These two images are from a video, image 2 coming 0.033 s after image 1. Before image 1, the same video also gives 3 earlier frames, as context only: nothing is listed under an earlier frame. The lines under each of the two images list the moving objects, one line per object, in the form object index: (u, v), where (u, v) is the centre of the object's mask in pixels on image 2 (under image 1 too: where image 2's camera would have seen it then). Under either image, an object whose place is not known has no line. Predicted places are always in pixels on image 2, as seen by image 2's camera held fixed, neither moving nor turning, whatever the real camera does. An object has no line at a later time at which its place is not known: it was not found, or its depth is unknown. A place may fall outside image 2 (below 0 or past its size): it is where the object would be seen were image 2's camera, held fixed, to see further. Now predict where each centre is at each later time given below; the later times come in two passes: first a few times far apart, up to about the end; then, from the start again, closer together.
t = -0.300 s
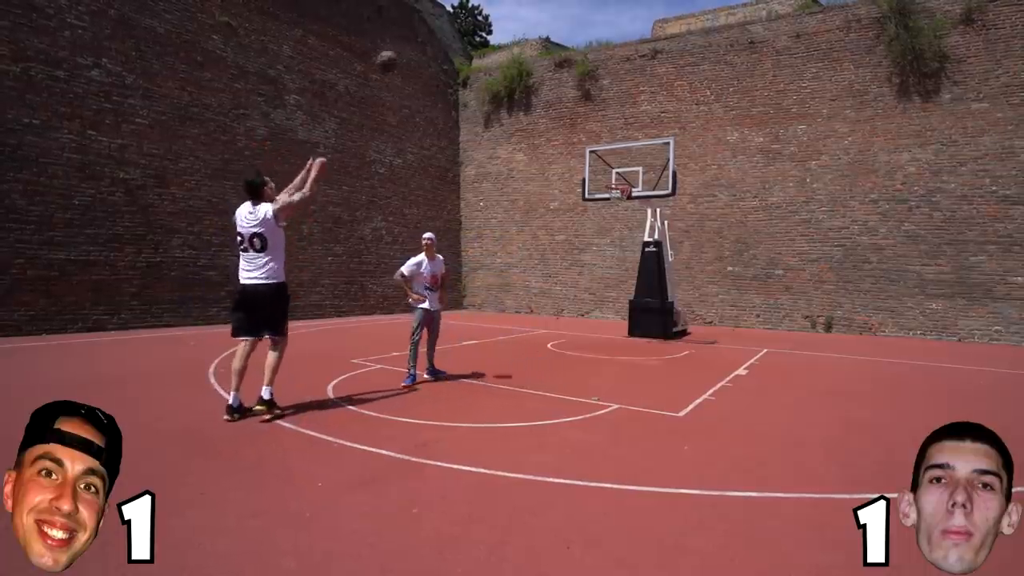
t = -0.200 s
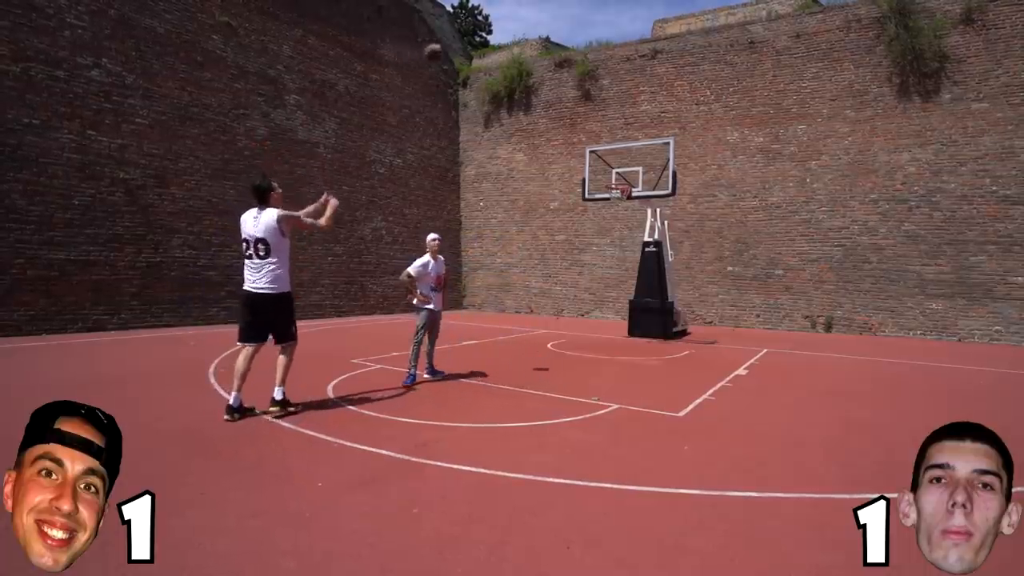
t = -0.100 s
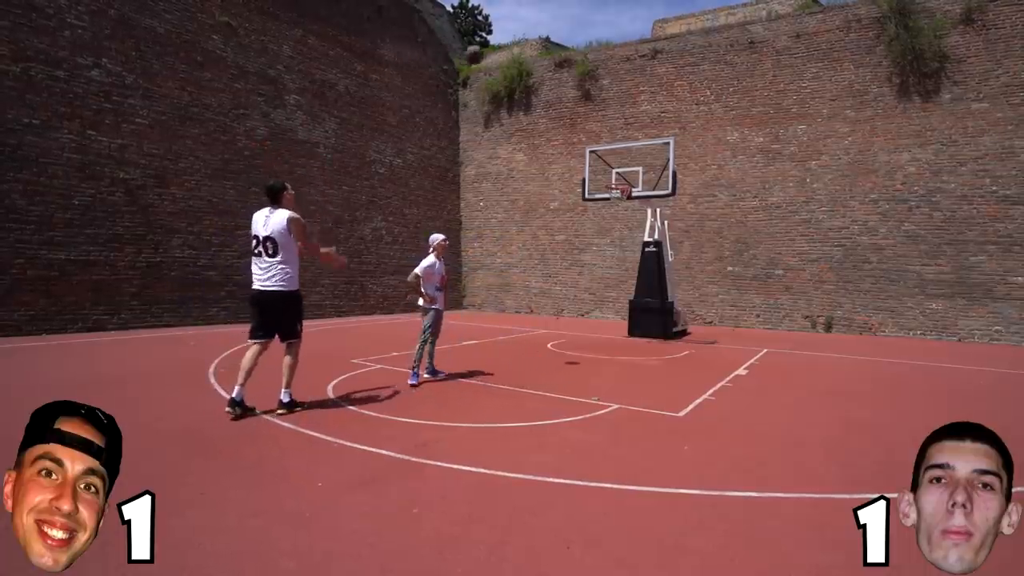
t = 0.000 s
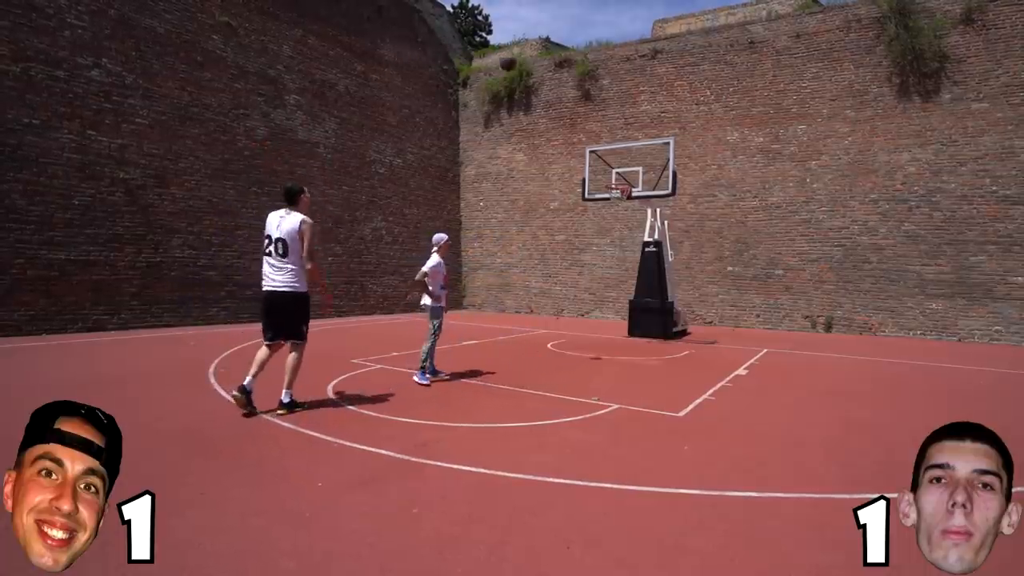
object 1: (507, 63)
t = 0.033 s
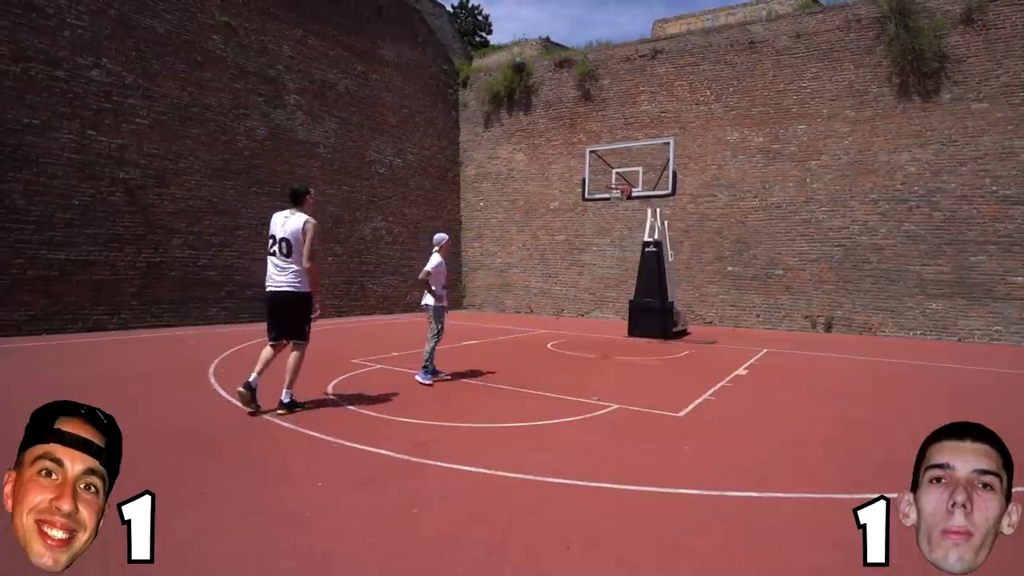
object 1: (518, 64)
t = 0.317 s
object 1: (587, 118)
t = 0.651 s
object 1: (631, 164)
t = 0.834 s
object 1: (626, 138)
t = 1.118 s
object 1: (614, 127)
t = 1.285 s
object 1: (606, 144)
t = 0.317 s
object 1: (587, 118)
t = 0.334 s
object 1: (591, 123)
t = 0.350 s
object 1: (595, 126)
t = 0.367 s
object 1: (598, 130)
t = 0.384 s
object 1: (601, 135)
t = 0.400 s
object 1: (605, 139)
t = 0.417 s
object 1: (608, 144)
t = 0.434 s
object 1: (610, 148)
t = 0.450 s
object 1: (613, 153)
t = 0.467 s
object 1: (616, 158)
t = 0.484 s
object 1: (618, 162)
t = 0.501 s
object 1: (621, 167)
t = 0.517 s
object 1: (624, 172)
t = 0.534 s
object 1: (625, 176)
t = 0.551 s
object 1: (629, 181)
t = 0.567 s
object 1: (632, 180)
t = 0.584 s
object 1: (632, 176)
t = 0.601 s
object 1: (633, 174)
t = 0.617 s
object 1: (632, 171)
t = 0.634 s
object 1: (632, 169)
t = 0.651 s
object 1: (631, 164)
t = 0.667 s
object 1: (631, 161)
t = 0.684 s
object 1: (629, 159)
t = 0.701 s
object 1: (629, 156)
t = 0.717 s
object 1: (629, 153)
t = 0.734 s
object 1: (628, 150)
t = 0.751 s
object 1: (627, 147)
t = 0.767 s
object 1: (627, 146)
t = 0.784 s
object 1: (627, 143)
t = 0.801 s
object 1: (627, 141)
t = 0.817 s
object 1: (626, 140)
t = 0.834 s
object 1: (626, 138)
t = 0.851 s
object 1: (624, 137)
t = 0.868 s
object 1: (624, 135)
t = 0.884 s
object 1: (622, 133)
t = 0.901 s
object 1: (622, 132)
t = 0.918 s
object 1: (622, 131)
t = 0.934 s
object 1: (621, 130)
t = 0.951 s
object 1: (620, 129)
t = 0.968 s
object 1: (620, 129)
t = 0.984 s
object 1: (620, 128)
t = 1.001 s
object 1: (619, 126)
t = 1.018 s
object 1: (619, 126)
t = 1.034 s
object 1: (618, 126)
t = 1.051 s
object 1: (617, 126)
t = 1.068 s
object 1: (617, 126)
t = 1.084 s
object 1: (615, 126)
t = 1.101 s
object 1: (614, 127)
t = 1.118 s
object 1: (614, 127)
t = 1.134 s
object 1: (613, 128)
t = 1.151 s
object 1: (613, 128)
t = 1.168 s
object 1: (612, 130)
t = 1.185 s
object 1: (611, 131)
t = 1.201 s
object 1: (610, 133)
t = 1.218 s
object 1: (609, 135)
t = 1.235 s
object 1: (609, 136)
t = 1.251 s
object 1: (608, 138)
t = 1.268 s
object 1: (607, 141)
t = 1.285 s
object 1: (606, 144)
